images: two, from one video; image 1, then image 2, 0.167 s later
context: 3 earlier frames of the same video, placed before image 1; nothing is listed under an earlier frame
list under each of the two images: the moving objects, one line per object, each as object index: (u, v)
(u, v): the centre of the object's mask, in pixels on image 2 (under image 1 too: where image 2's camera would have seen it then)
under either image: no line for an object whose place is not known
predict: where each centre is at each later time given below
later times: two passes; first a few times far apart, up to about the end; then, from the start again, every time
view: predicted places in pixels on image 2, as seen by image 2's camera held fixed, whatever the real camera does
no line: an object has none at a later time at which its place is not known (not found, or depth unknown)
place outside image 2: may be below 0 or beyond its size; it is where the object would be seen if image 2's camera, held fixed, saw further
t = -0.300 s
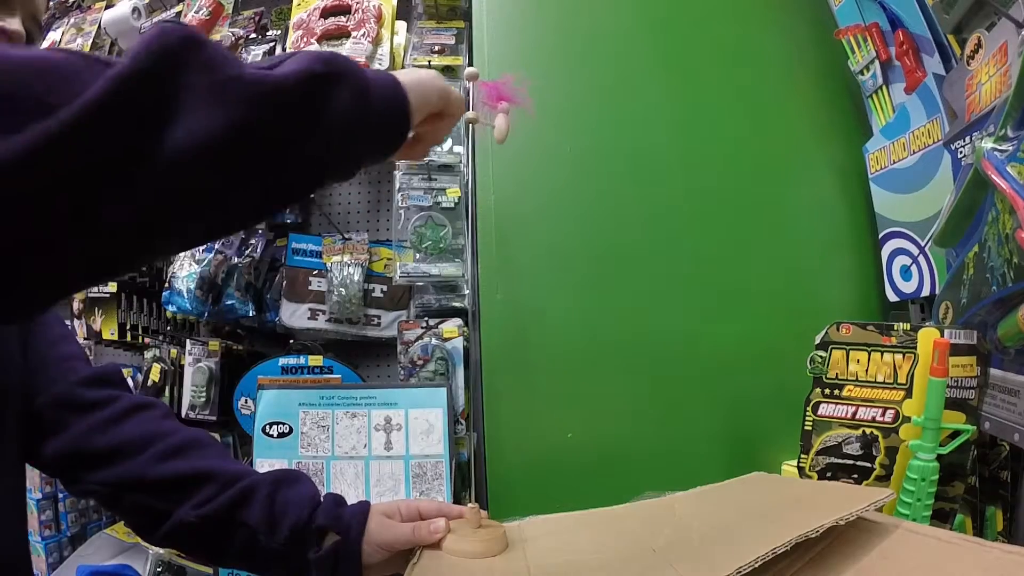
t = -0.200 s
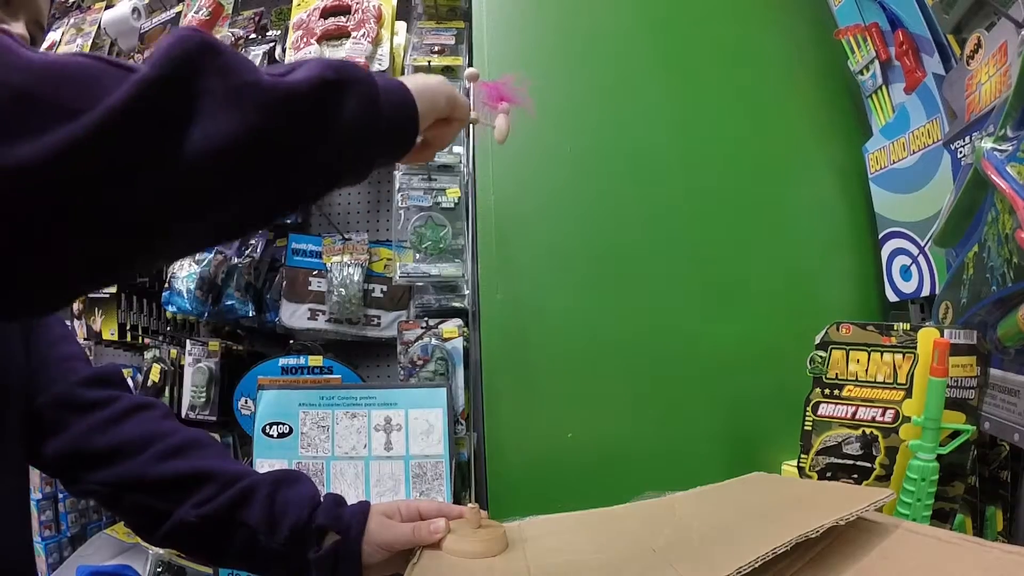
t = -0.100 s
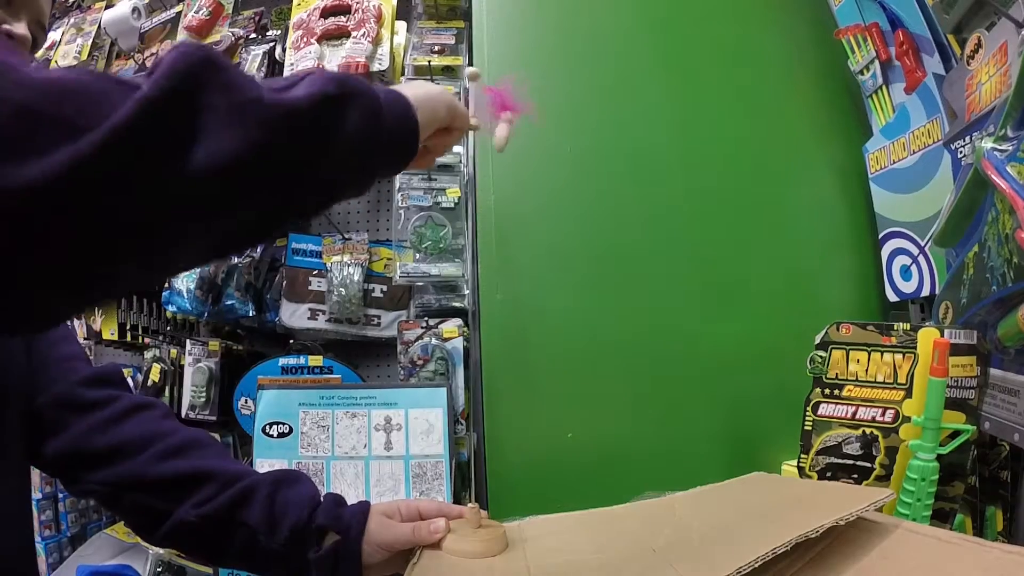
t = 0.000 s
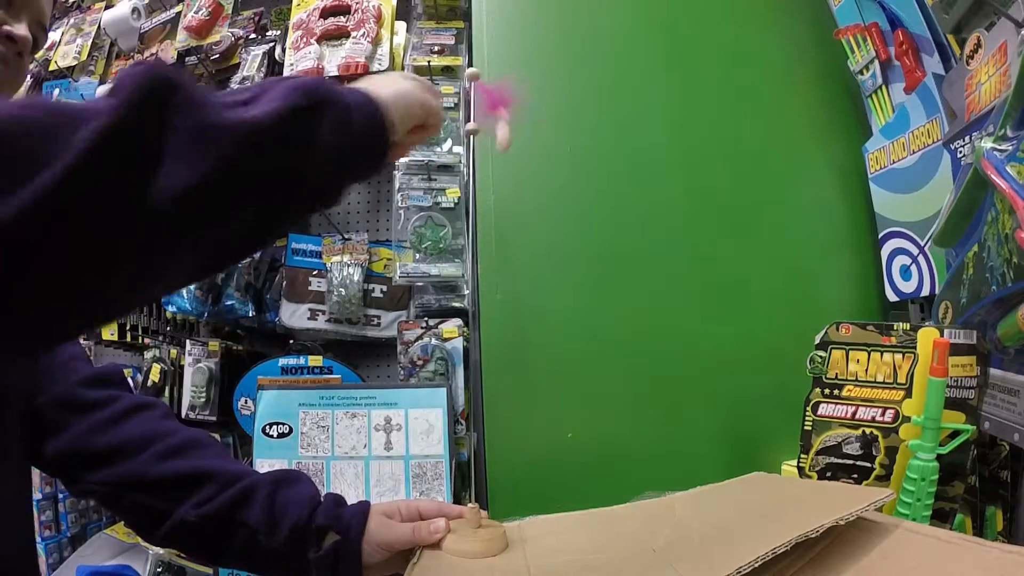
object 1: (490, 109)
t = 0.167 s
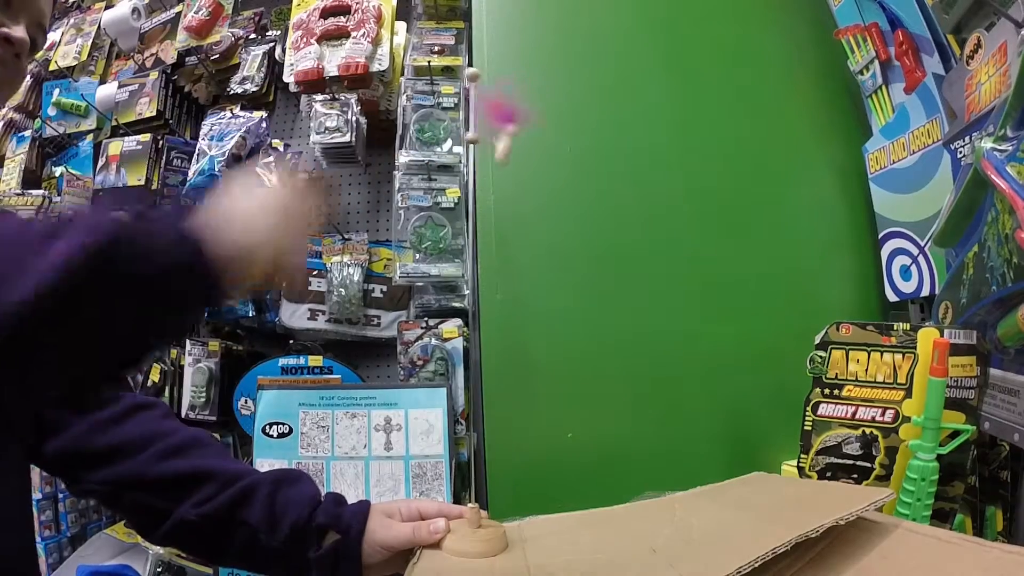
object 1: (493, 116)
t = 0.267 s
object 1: (486, 119)
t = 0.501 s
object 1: (498, 163)
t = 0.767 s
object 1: (493, 205)
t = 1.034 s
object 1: (486, 223)
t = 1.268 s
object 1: (496, 244)
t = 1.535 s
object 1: (495, 265)
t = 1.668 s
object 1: (497, 271)
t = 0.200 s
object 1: (494, 118)
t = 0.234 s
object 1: (490, 116)
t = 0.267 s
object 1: (486, 119)
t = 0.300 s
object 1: (489, 127)
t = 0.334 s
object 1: (497, 158)
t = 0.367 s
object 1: (507, 167)
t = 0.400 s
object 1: (493, 158)
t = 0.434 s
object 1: (487, 158)
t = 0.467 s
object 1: (495, 165)
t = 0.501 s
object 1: (498, 163)
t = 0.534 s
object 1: (493, 163)
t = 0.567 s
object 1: (490, 162)
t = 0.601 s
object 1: (493, 174)
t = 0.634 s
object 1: (500, 195)
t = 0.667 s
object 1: (507, 207)
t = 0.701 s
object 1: (495, 201)
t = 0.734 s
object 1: (488, 199)
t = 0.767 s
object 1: (493, 205)
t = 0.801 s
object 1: (499, 204)
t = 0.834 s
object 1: (494, 202)
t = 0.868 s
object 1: (489, 204)
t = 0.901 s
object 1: (491, 213)
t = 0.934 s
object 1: (498, 216)
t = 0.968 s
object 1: (496, 215)
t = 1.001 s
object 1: (488, 216)
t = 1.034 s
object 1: (486, 223)
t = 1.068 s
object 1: (492, 235)
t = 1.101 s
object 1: (506, 245)
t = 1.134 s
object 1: (499, 244)
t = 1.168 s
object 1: (489, 241)
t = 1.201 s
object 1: (492, 245)
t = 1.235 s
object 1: (498, 248)
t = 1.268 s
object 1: (496, 244)
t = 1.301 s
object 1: (490, 245)
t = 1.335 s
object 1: (489, 250)
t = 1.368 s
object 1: (494, 258)
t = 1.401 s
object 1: (495, 257)
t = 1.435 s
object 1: (490, 255)
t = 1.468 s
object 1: (488, 258)
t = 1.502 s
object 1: (493, 264)
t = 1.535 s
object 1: (495, 265)
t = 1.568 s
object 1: (490, 263)
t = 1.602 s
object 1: (489, 264)
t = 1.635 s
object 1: (492, 269)
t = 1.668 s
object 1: (497, 271)
